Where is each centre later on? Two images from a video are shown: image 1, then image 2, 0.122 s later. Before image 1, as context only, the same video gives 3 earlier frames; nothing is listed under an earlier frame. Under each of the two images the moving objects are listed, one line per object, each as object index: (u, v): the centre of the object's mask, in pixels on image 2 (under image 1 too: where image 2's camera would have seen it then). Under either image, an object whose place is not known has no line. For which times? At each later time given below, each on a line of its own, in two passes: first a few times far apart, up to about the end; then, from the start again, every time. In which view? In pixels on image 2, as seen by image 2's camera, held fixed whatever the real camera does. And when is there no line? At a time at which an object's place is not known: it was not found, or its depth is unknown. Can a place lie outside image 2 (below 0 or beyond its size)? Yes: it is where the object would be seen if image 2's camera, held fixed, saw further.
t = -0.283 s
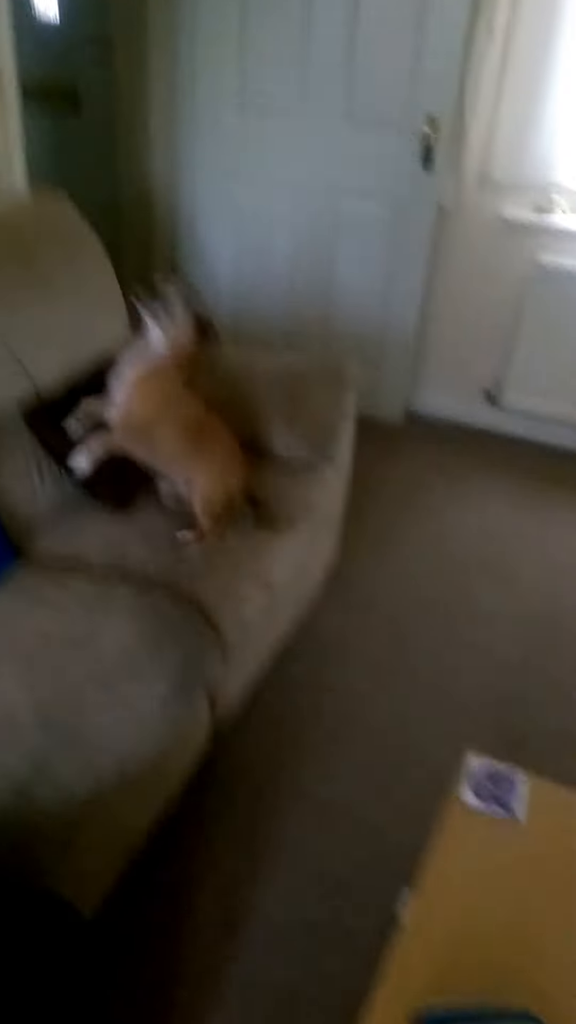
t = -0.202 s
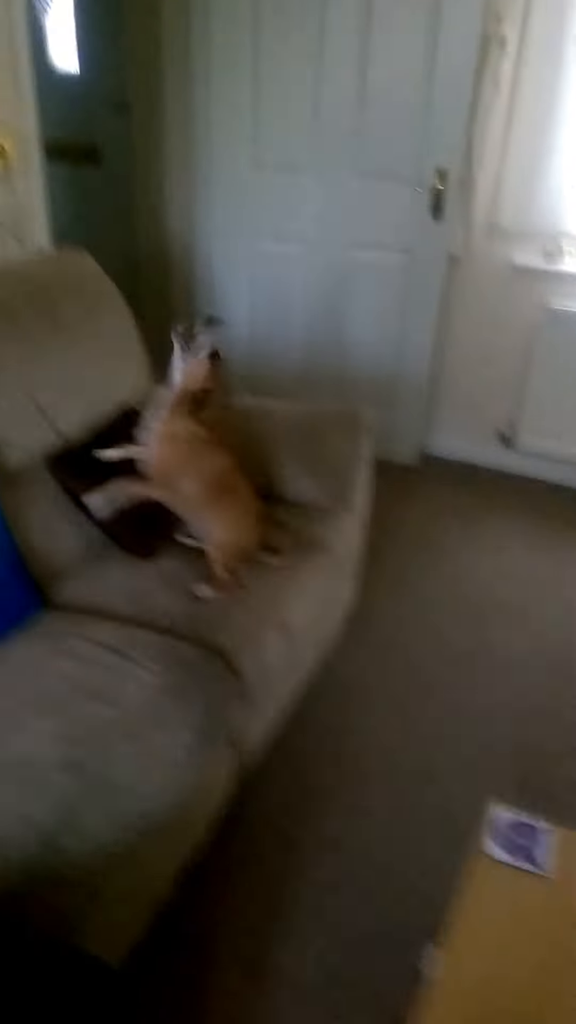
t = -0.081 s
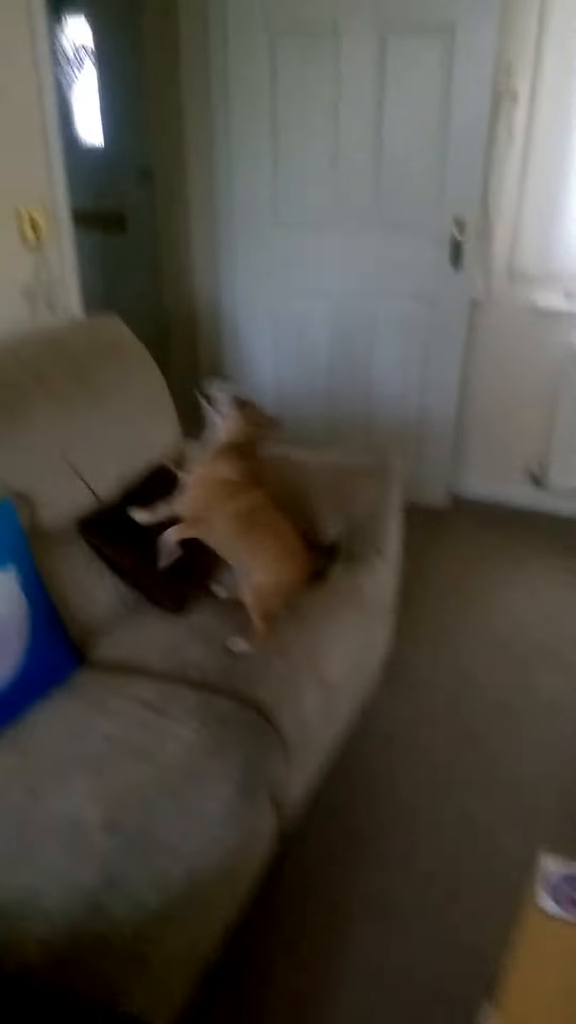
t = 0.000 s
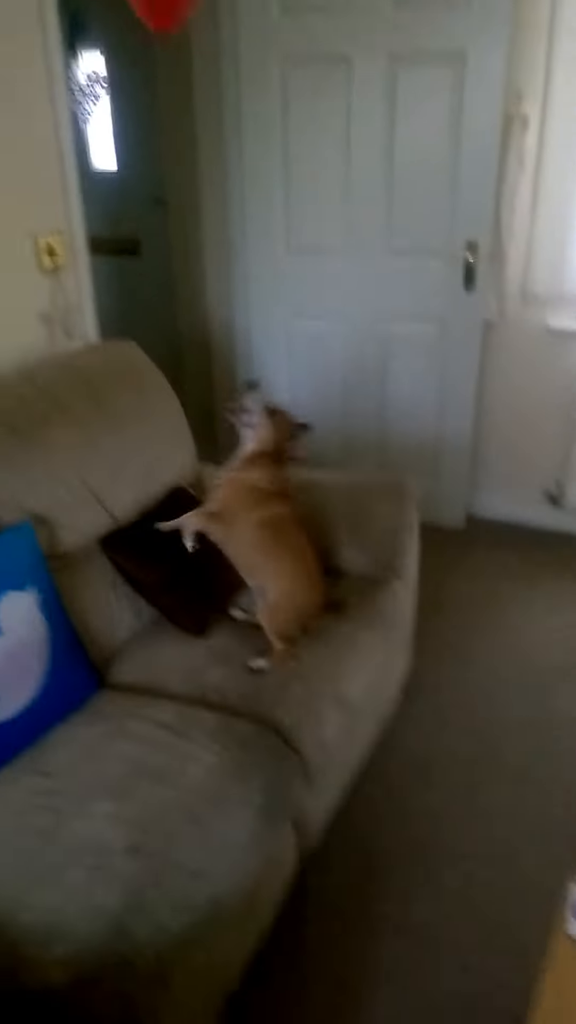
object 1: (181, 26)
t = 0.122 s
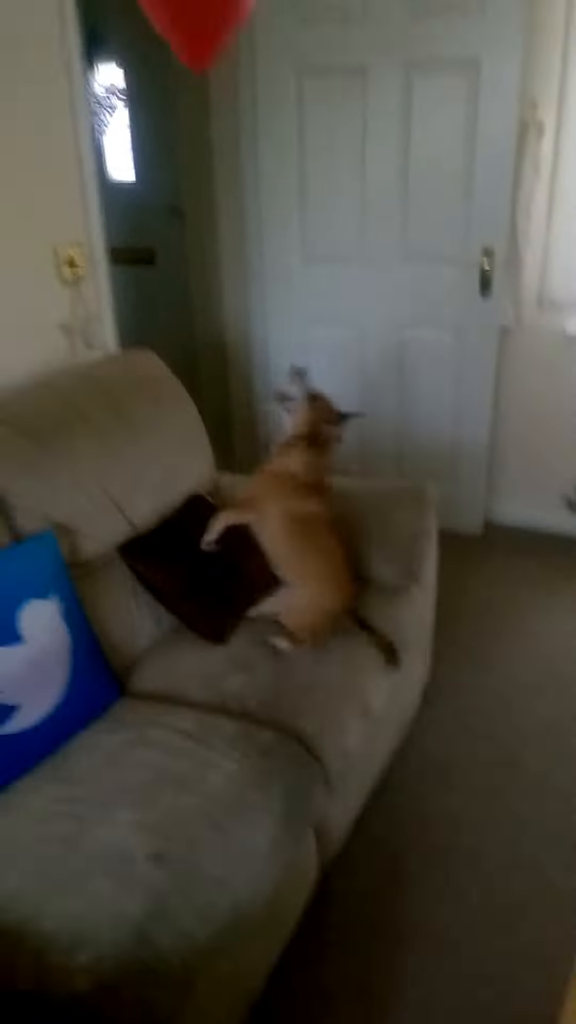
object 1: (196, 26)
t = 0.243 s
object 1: (209, 22)
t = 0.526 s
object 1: (232, 105)
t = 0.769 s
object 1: (238, 188)
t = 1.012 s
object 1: (236, 269)
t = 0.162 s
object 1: (199, 27)
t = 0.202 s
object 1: (207, 24)
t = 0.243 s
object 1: (209, 22)
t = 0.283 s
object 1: (214, 23)
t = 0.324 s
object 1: (219, 29)
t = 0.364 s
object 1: (221, 43)
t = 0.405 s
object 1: (223, 60)
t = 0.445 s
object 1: (227, 75)
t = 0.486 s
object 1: (231, 90)
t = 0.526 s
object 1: (232, 105)
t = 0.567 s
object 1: (234, 119)
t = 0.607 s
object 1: (236, 133)
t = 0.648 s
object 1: (237, 147)
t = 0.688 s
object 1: (238, 161)
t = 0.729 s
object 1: (238, 175)
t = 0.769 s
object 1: (238, 188)
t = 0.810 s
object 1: (238, 201)
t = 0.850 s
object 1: (237, 215)
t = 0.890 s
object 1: (238, 228)
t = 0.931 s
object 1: (237, 242)
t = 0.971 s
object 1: (236, 255)
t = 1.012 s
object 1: (236, 269)
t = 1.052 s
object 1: (234, 283)
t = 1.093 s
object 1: (235, 296)
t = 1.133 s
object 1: (234, 310)
